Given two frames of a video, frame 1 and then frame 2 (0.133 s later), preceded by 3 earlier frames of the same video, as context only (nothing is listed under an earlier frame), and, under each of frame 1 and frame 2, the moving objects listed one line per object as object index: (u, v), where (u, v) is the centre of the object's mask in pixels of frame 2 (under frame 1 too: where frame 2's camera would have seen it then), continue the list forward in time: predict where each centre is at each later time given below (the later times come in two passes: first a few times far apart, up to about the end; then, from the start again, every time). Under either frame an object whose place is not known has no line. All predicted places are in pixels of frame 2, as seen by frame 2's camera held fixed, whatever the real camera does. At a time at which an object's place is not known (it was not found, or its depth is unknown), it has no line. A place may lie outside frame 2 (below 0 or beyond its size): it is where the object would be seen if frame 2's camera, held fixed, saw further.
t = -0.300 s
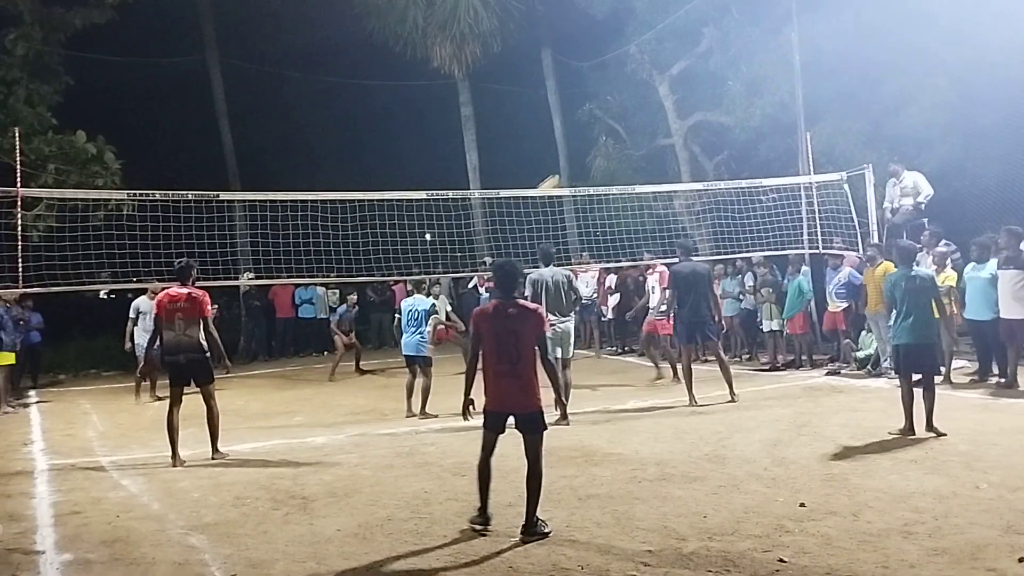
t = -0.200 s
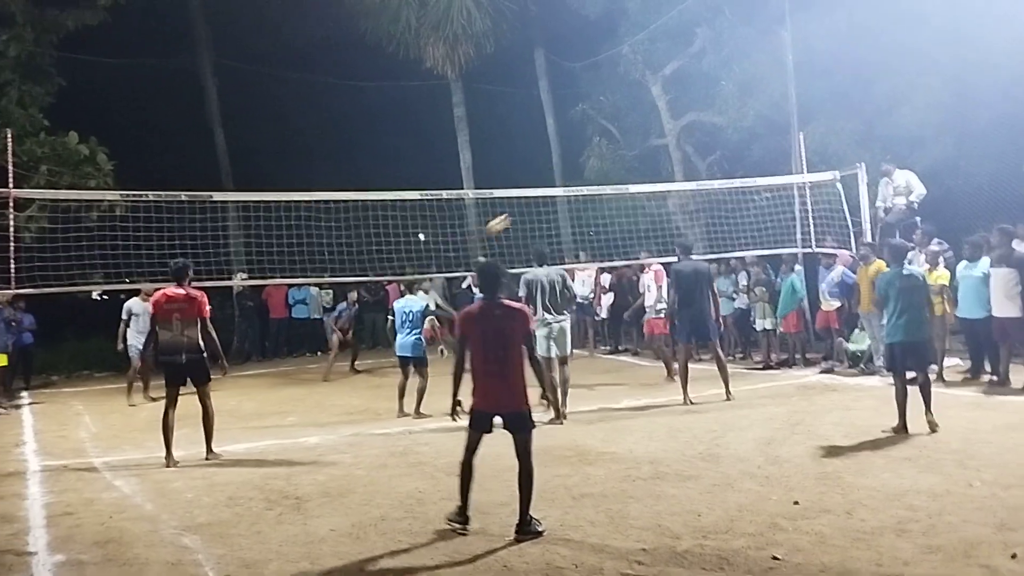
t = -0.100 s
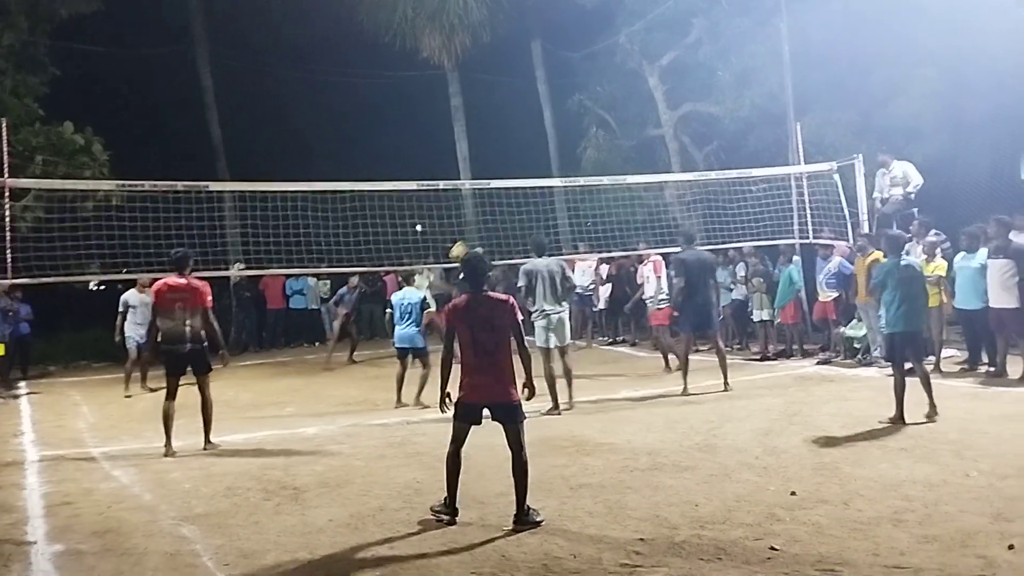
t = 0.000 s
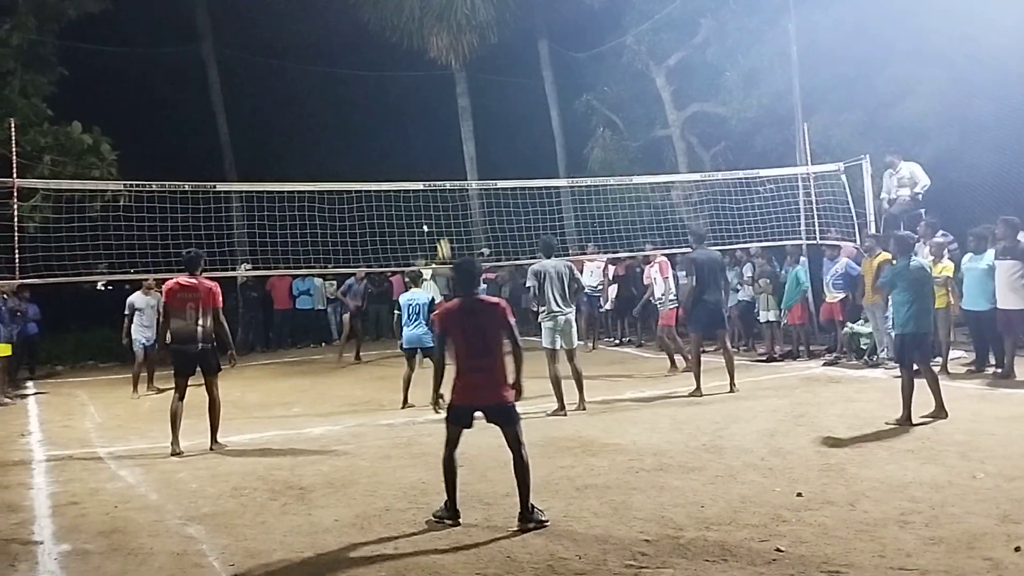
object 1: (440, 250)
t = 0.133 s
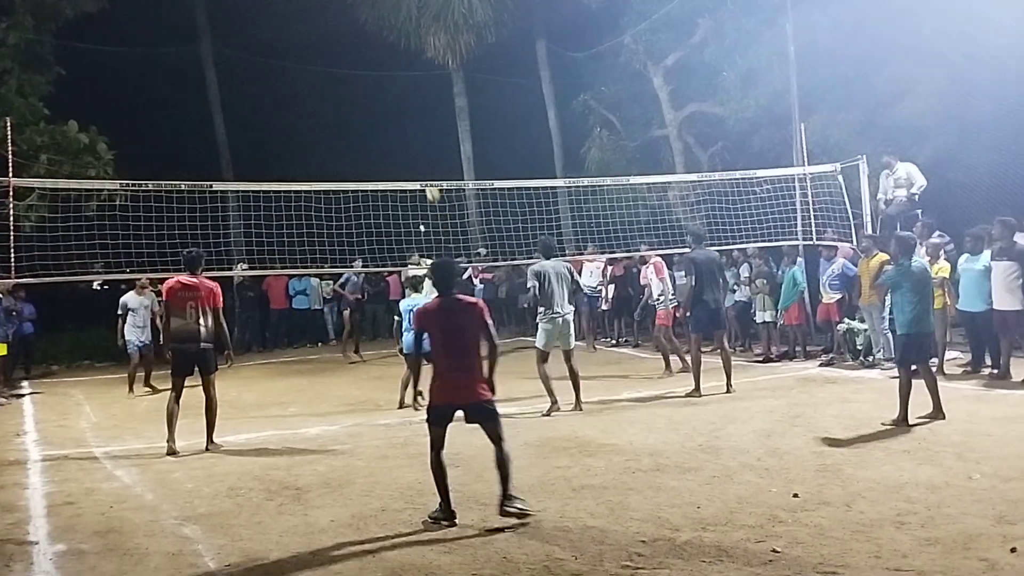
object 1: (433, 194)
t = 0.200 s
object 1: (428, 168)
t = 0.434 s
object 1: (415, 98)
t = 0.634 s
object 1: (403, 65)
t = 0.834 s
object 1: (394, 56)
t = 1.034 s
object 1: (386, 76)
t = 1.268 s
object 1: (378, 139)
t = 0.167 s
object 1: (430, 177)
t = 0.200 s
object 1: (428, 168)
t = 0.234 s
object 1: (426, 156)
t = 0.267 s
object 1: (424, 145)
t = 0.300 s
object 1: (422, 134)
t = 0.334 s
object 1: (420, 124)
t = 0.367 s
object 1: (418, 115)
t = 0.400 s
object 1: (417, 107)
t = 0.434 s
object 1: (415, 98)
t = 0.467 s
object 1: (412, 91)
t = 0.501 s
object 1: (410, 84)
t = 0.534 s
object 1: (409, 78)
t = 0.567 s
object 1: (407, 73)
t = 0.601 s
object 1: (405, 69)
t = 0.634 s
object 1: (403, 65)
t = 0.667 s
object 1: (402, 61)
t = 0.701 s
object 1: (400, 59)
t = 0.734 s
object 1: (399, 57)
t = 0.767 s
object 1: (397, 56)
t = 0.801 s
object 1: (395, 56)
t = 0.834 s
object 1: (394, 56)
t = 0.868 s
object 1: (392, 58)
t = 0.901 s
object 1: (391, 60)
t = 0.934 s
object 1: (389, 63)
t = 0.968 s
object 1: (388, 67)
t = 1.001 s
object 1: (387, 71)
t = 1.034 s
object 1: (386, 76)
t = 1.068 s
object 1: (384, 83)
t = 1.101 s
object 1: (383, 90)
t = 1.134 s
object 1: (382, 98)
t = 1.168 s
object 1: (381, 107)
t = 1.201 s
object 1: (380, 116)
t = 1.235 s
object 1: (379, 128)
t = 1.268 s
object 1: (378, 139)
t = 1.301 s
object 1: (377, 151)
